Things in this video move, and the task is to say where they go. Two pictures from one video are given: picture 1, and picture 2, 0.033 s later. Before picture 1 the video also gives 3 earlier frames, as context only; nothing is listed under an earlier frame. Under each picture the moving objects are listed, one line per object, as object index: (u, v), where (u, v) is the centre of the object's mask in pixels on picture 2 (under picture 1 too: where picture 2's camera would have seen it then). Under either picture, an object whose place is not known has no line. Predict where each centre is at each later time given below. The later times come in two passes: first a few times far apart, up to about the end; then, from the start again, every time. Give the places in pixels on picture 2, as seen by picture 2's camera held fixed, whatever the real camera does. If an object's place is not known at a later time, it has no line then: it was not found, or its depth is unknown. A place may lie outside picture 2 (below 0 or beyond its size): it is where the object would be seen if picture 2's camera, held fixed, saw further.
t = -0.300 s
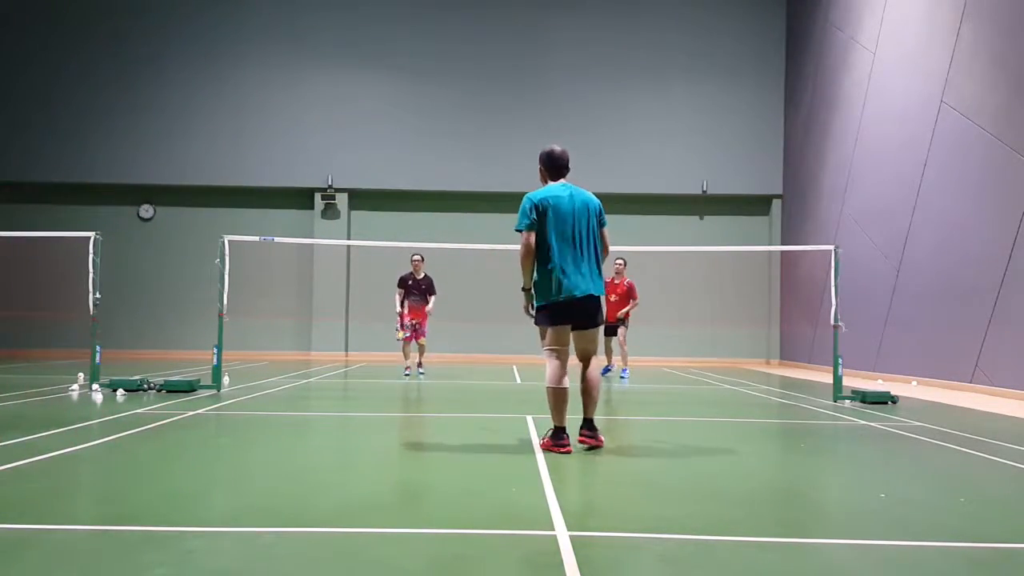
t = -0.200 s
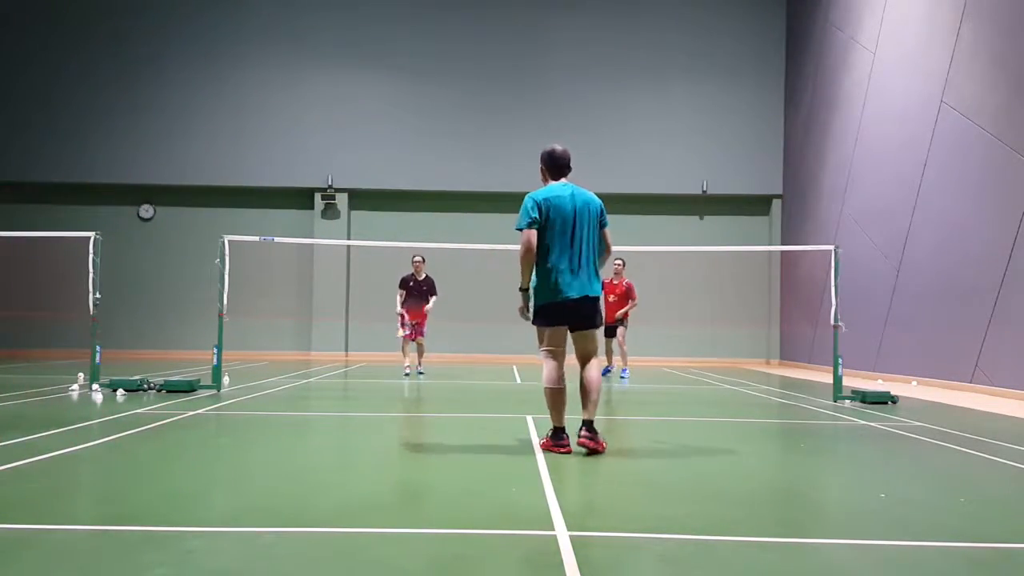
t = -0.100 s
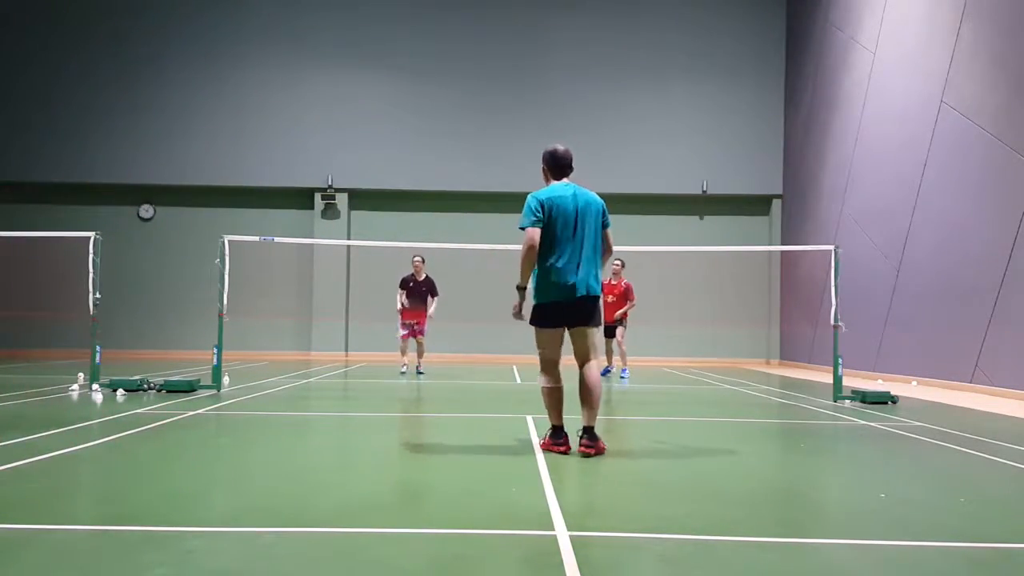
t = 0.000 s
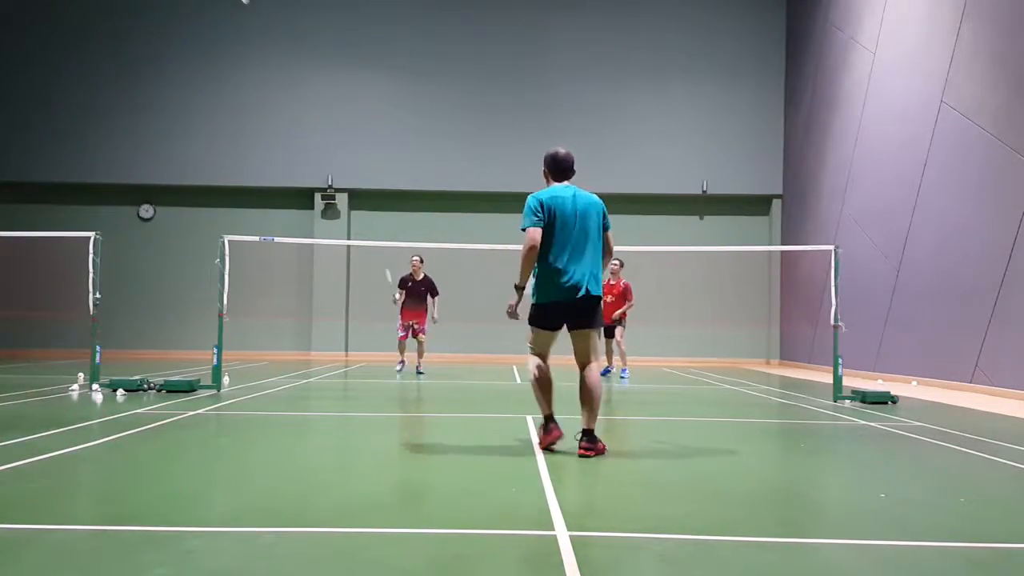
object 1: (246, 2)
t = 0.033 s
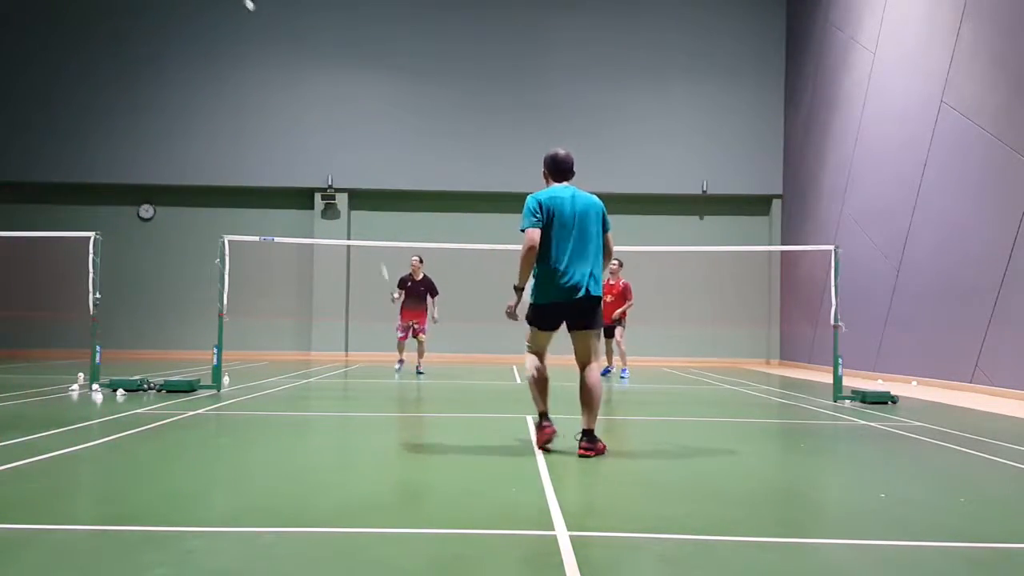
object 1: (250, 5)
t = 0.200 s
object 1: (271, 40)
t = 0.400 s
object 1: (287, 88)
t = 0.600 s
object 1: (297, 142)
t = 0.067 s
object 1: (255, 11)
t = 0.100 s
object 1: (260, 19)
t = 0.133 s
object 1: (264, 25)
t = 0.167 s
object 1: (268, 33)
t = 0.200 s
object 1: (271, 40)
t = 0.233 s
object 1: (274, 47)
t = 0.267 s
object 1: (277, 55)
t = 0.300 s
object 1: (279, 63)
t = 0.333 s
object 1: (282, 71)
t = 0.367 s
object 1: (285, 80)
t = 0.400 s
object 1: (287, 88)
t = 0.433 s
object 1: (289, 96)
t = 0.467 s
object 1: (291, 105)
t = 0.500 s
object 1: (293, 114)
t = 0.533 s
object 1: (295, 124)
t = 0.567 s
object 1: (296, 133)
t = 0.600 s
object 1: (297, 142)
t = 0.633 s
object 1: (300, 152)
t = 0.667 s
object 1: (301, 162)
